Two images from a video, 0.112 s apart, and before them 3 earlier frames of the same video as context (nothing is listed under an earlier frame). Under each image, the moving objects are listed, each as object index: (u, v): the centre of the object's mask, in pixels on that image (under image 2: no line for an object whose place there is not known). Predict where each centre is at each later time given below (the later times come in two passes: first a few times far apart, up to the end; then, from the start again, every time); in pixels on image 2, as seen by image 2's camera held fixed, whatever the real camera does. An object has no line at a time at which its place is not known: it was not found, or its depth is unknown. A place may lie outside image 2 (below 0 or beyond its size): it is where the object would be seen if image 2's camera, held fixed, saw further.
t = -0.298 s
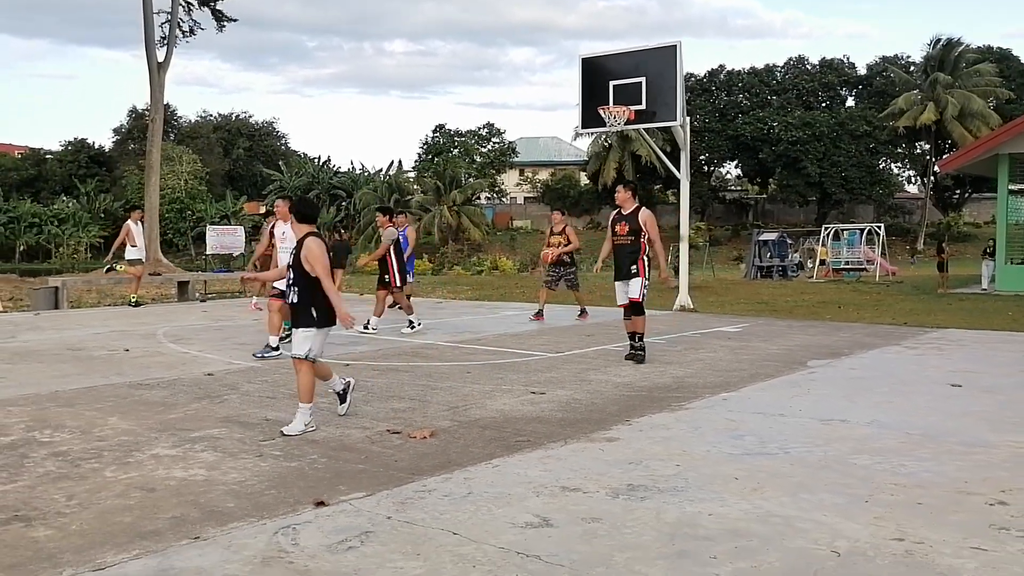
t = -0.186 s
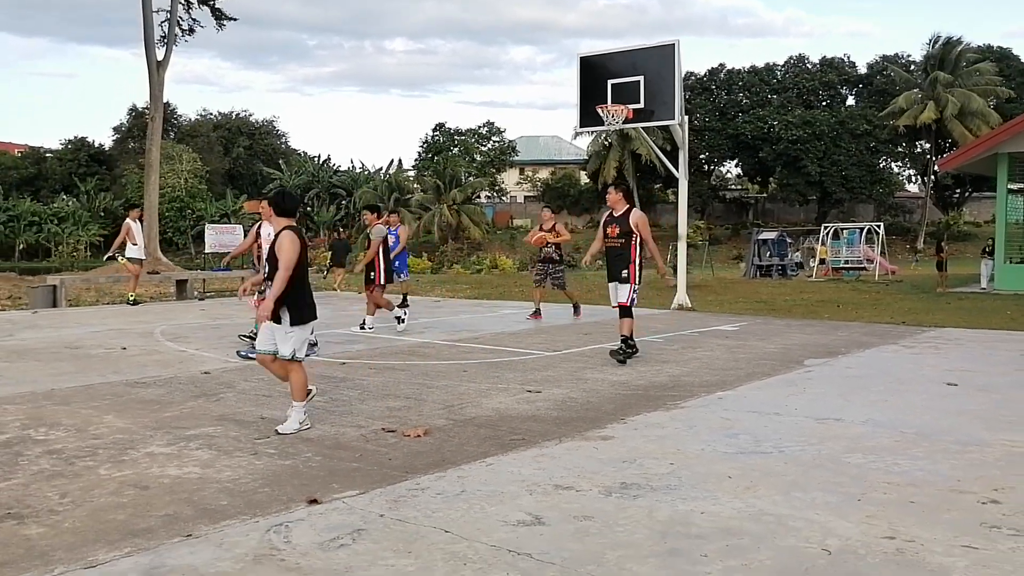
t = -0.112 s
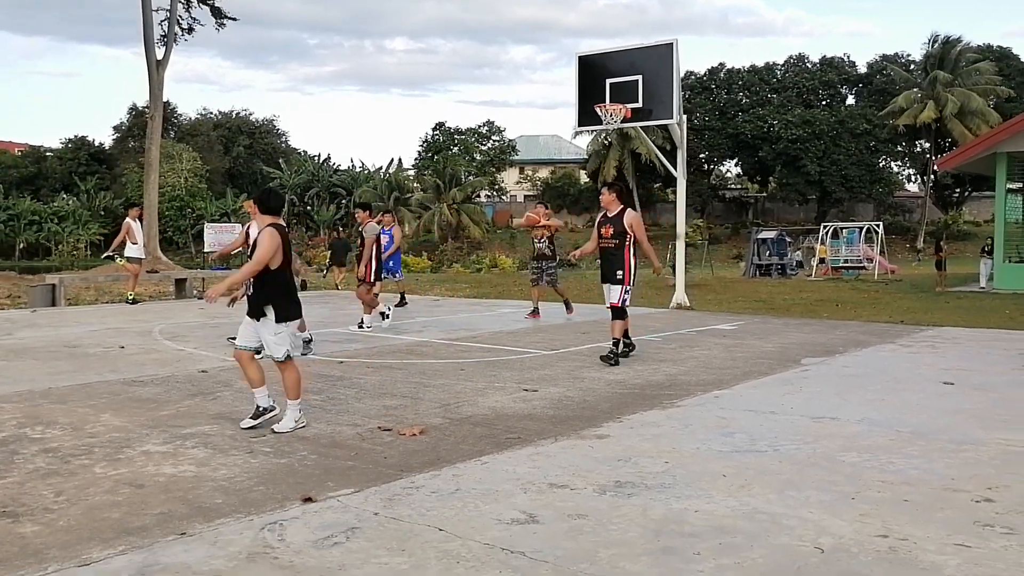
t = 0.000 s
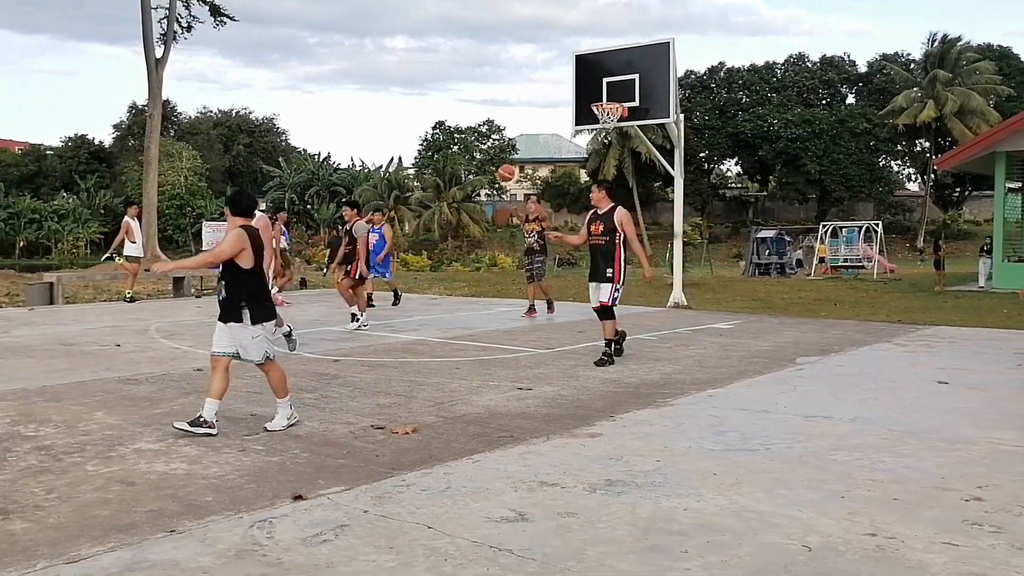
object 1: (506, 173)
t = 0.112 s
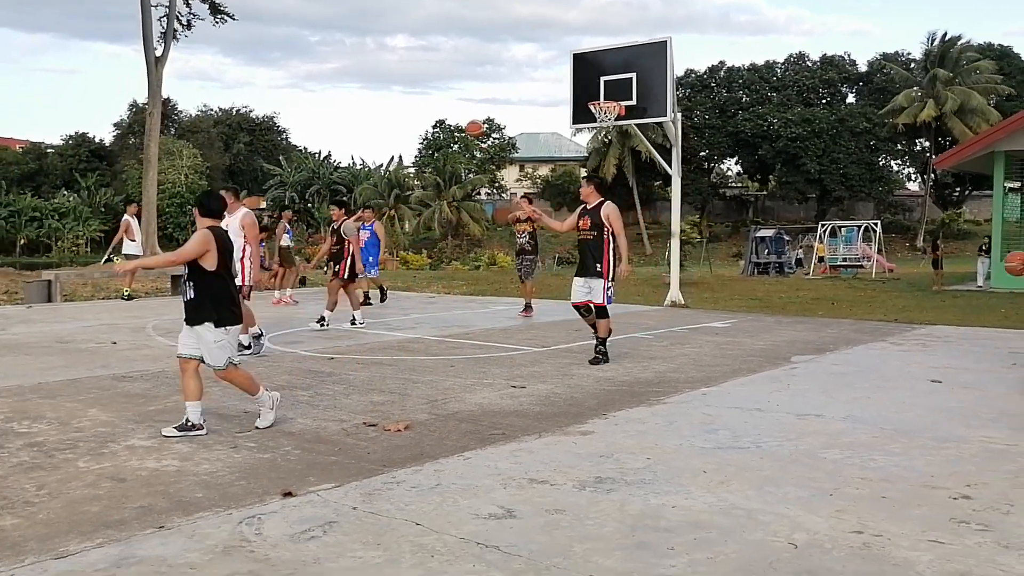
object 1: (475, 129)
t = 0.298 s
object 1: (417, 63)
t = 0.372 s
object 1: (389, 41)
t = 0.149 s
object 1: (464, 115)
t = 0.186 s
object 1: (453, 101)
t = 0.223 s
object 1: (442, 87)
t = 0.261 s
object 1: (429, 75)
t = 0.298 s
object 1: (417, 63)
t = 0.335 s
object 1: (403, 52)
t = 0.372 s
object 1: (389, 41)
